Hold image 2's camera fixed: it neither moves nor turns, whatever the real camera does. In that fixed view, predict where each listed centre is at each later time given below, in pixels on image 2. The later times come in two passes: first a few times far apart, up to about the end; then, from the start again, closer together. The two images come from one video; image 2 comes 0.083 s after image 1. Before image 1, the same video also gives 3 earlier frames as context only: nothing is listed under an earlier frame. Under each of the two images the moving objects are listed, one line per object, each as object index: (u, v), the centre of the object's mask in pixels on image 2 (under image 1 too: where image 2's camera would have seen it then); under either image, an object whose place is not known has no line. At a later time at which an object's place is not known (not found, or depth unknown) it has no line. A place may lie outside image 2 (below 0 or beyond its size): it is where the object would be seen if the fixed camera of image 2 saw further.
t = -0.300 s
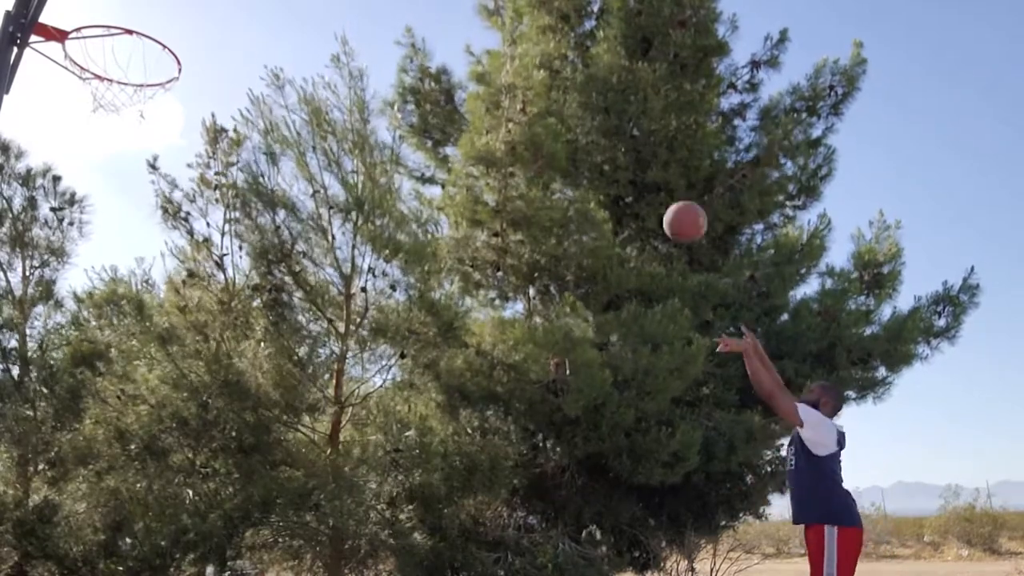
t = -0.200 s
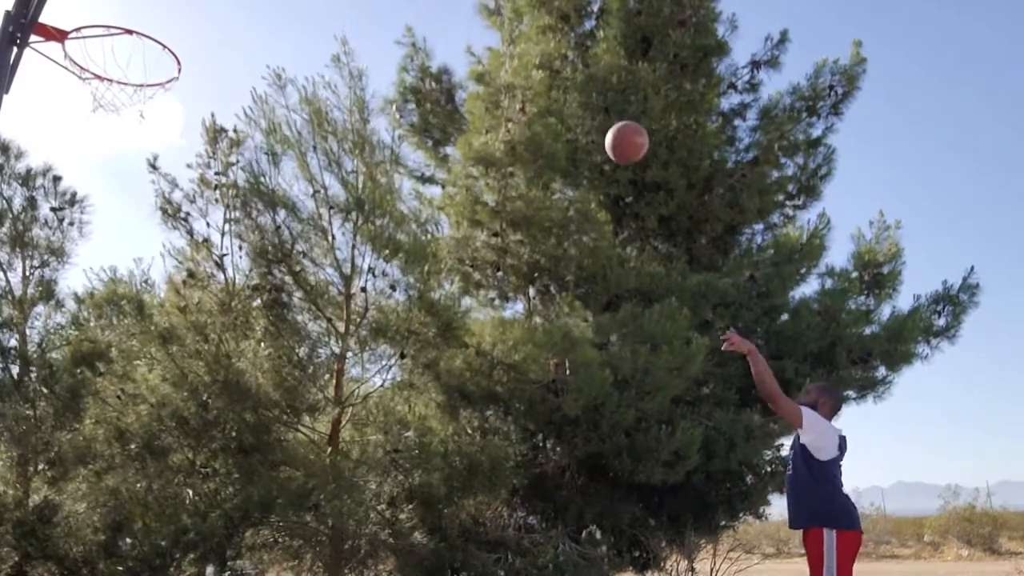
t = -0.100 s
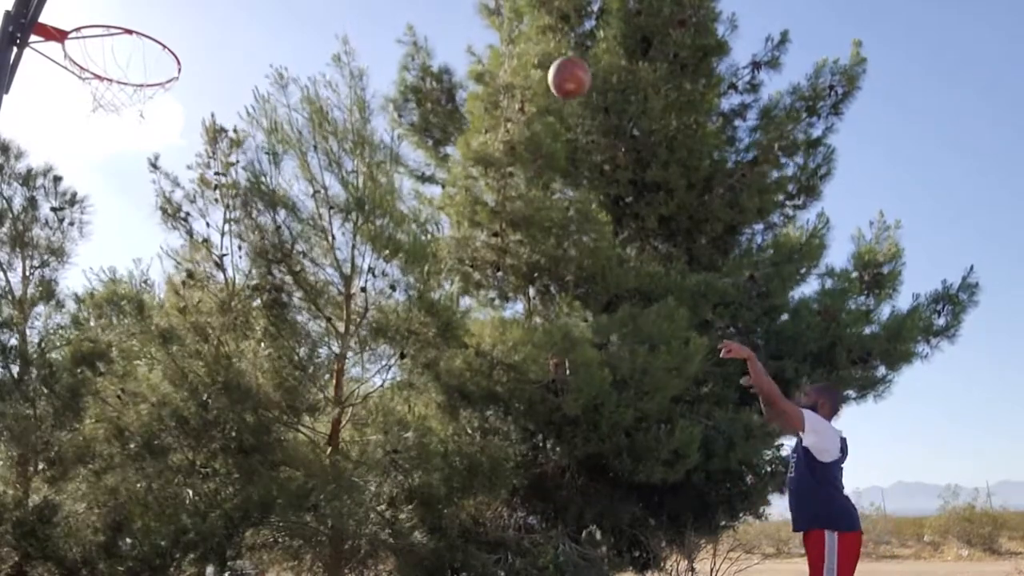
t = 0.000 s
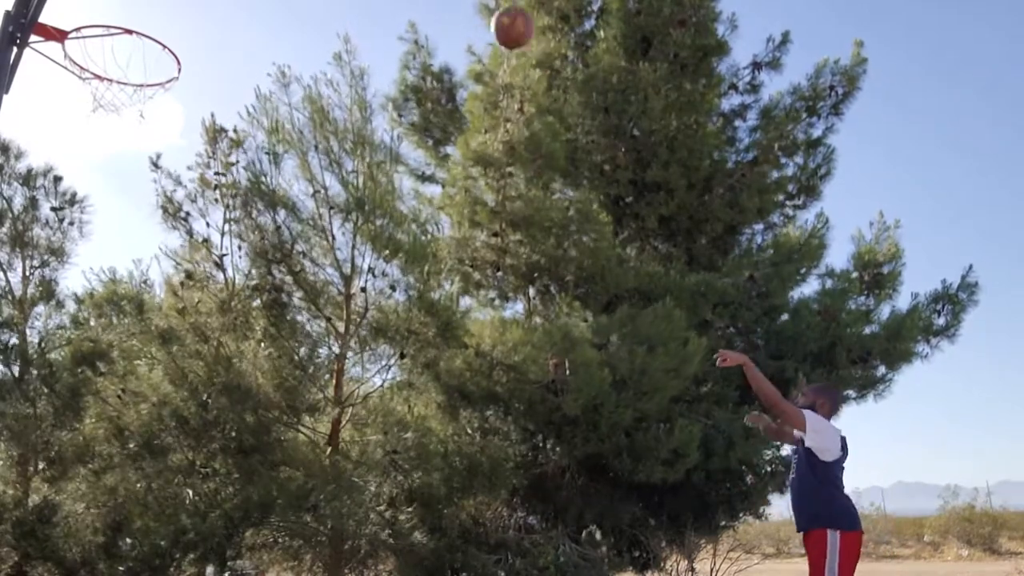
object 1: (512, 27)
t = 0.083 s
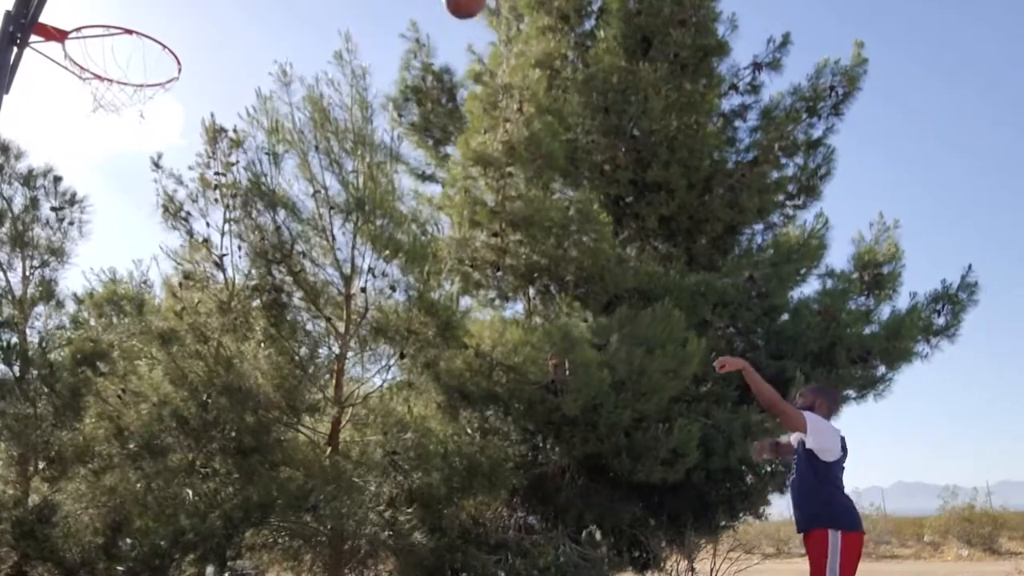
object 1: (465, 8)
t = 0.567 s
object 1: (140, 38)
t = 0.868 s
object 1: (81, 239)
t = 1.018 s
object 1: (59, 449)
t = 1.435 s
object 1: (248, 358)
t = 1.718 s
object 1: (438, 192)
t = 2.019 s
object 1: (639, 251)
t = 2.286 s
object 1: (857, 525)
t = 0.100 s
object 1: (455, 6)
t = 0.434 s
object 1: (243, 3)
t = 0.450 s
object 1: (231, 5)
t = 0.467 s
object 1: (219, 8)
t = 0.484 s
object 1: (207, 10)
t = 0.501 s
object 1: (194, 13)
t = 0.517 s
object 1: (181, 17)
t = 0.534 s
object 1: (167, 21)
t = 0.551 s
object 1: (154, 28)
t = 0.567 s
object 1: (140, 38)
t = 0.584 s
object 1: (127, 48)
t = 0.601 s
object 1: (113, 58)
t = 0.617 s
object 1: (98, 69)
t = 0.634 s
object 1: (95, 78)
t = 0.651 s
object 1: (94, 86)
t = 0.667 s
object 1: (92, 94)
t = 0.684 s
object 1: (91, 102)
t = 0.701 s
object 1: (90, 110)
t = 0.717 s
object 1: (90, 119)
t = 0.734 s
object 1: (89, 129)
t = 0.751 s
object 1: (88, 139)
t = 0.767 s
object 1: (88, 151)
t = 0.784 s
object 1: (87, 163)
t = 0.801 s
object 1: (86, 176)
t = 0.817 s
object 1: (86, 190)
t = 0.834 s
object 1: (84, 205)
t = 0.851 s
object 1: (83, 222)
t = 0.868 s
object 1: (81, 239)
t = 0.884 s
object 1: (78, 257)
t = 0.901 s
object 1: (76, 276)
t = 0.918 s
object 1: (75, 298)
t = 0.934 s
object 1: (72, 319)
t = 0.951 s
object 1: (69, 342)
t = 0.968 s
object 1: (66, 367)
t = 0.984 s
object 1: (64, 391)
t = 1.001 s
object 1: (62, 420)
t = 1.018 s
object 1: (59, 449)
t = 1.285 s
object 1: (130, 548)
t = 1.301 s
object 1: (144, 529)
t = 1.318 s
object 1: (158, 503)
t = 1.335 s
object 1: (172, 478)
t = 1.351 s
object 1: (186, 455)
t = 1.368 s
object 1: (197, 434)
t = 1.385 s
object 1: (211, 412)
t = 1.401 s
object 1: (224, 393)
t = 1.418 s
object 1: (236, 374)
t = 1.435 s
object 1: (248, 358)
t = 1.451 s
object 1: (259, 340)
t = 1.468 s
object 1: (272, 324)
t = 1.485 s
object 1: (283, 310)
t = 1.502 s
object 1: (294, 297)
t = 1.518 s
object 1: (305, 284)
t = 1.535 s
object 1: (317, 272)
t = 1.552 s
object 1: (327, 261)
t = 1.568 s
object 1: (339, 250)
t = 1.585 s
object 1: (351, 241)
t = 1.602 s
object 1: (361, 232)
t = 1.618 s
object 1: (373, 224)
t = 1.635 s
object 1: (384, 217)
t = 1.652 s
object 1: (394, 211)
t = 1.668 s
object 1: (405, 205)
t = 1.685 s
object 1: (416, 199)
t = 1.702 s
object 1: (427, 195)
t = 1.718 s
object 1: (438, 192)
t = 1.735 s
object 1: (449, 189)
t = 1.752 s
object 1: (460, 186)
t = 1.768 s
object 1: (471, 185)
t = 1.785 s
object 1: (481, 185)
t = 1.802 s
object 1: (493, 184)
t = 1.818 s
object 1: (504, 185)
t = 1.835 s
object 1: (515, 187)
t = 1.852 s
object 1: (526, 189)
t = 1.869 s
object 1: (537, 192)
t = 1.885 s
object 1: (548, 196)
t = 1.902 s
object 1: (559, 199)
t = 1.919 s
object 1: (570, 205)
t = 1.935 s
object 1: (582, 211)
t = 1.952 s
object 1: (593, 218)
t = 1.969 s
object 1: (605, 225)
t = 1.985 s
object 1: (616, 233)
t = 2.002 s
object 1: (628, 241)
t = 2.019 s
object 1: (639, 251)
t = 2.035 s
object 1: (651, 261)
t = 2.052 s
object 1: (663, 272)
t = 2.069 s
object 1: (676, 284)
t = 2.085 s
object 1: (688, 297)
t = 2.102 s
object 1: (700, 310)
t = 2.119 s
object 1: (713, 324)
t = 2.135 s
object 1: (726, 340)
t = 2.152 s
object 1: (739, 356)
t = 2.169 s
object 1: (753, 373)
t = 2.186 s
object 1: (767, 391)
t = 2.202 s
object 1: (780, 410)
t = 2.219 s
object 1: (795, 430)
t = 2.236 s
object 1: (810, 452)
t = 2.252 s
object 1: (825, 476)
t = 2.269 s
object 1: (841, 500)
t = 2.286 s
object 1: (857, 525)
